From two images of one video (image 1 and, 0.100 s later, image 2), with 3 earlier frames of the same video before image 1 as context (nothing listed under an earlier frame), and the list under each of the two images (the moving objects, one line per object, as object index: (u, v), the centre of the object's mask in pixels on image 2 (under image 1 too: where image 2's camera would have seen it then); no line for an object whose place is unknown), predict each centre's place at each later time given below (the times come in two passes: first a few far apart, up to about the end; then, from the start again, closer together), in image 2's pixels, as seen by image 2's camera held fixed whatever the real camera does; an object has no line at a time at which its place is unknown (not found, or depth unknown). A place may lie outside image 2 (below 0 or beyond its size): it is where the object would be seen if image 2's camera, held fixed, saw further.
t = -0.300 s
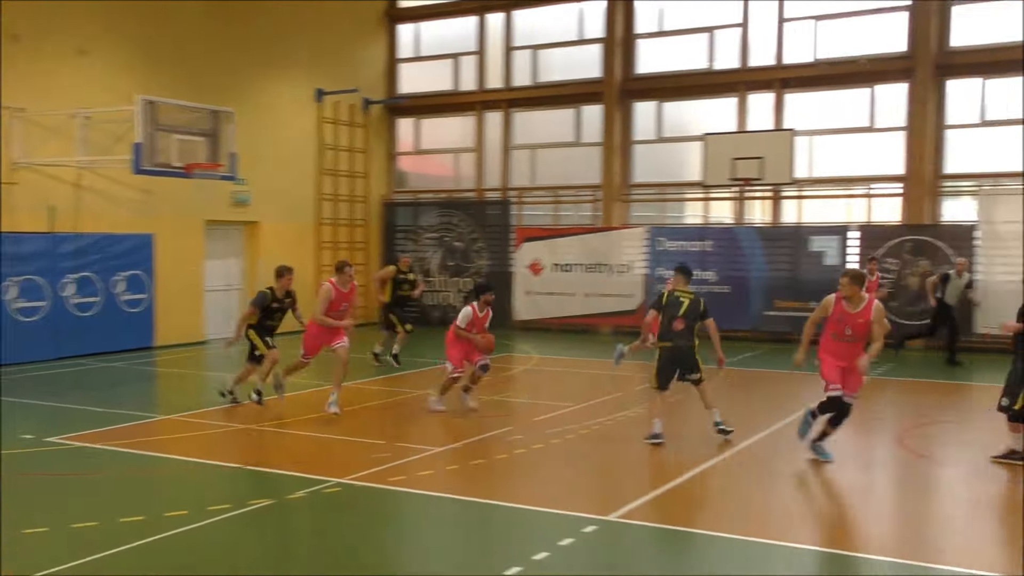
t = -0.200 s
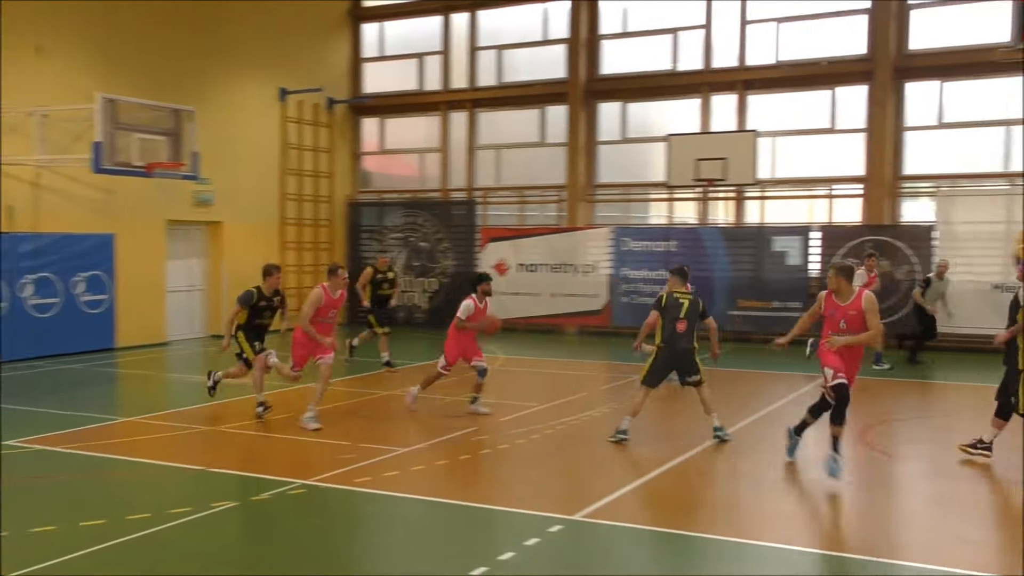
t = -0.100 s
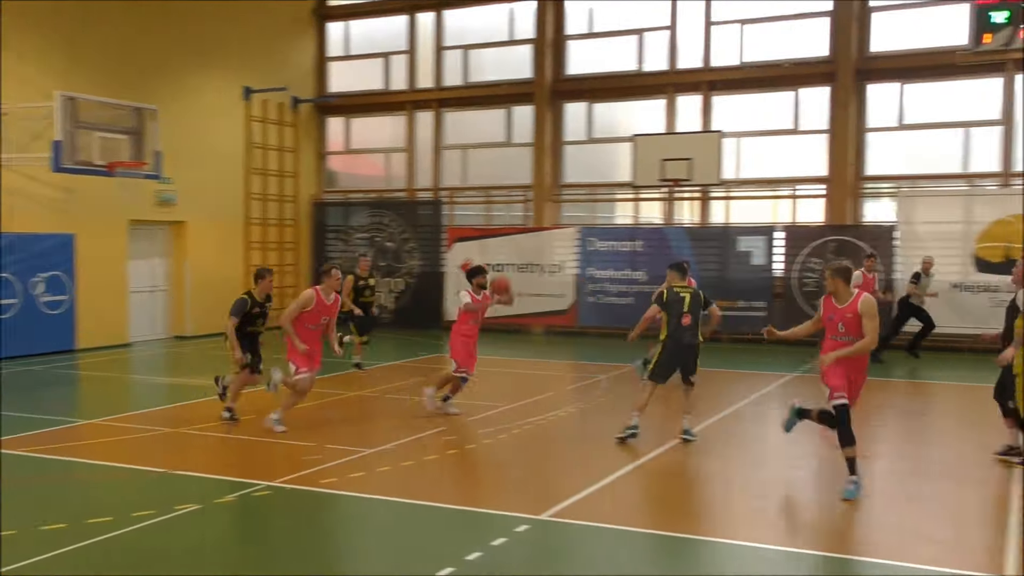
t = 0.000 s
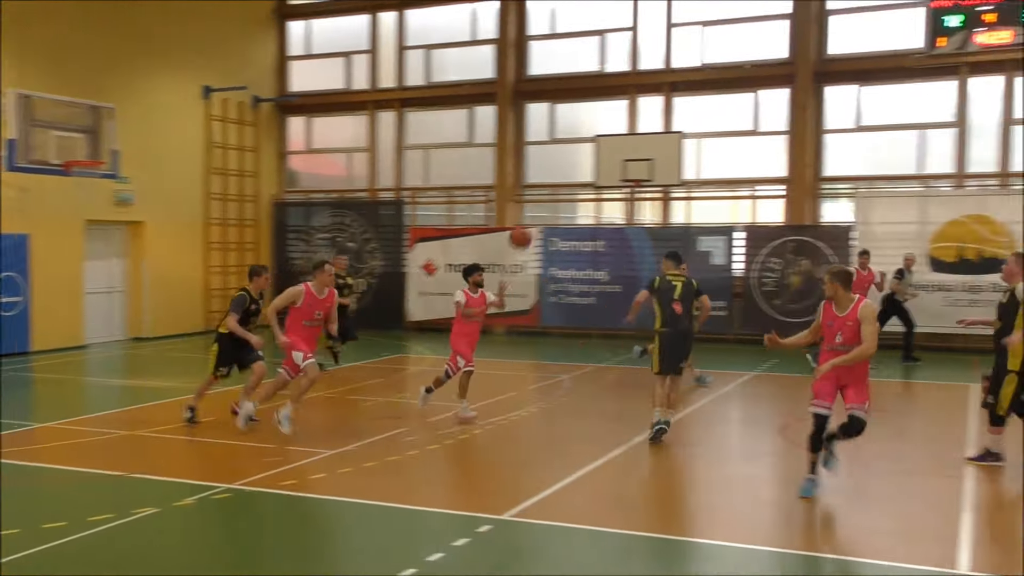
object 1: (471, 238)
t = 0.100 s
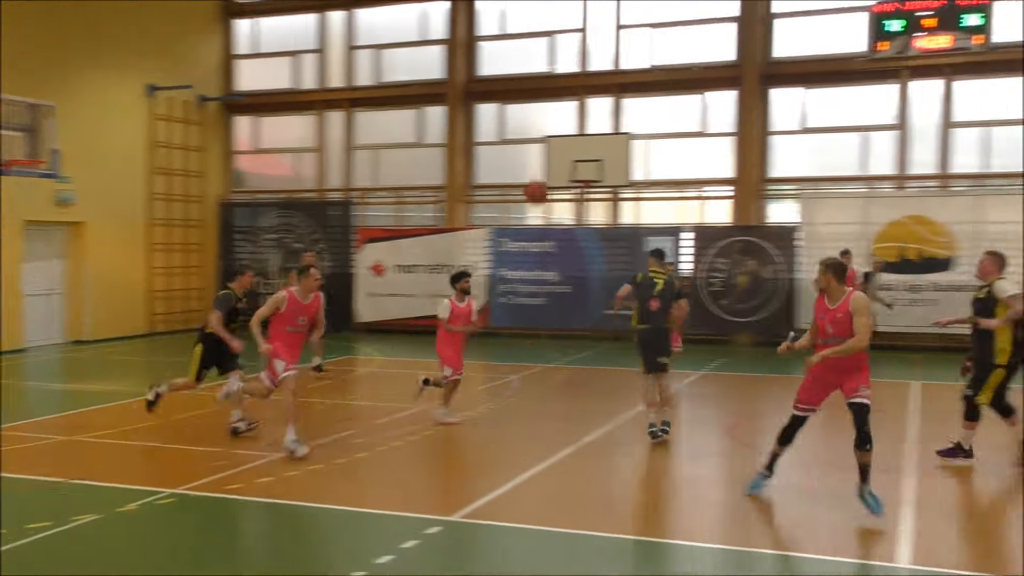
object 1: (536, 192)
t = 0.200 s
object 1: (607, 149)
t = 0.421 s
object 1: (808, 73)
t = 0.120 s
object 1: (549, 183)
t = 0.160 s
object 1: (577, 166)
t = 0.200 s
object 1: (607, 149)
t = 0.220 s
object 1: (623, 140)
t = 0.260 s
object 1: (656, 127)
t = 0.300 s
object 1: (691, 112)
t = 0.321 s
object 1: (708, 105)
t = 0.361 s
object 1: (746, 91)
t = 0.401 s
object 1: (788, 78)
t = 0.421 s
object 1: (808, 73)
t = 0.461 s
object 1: (851, 60)
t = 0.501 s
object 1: (903, 51)
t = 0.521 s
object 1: (928, 48)
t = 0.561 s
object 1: (983, 43)
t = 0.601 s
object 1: (1042, 40)
